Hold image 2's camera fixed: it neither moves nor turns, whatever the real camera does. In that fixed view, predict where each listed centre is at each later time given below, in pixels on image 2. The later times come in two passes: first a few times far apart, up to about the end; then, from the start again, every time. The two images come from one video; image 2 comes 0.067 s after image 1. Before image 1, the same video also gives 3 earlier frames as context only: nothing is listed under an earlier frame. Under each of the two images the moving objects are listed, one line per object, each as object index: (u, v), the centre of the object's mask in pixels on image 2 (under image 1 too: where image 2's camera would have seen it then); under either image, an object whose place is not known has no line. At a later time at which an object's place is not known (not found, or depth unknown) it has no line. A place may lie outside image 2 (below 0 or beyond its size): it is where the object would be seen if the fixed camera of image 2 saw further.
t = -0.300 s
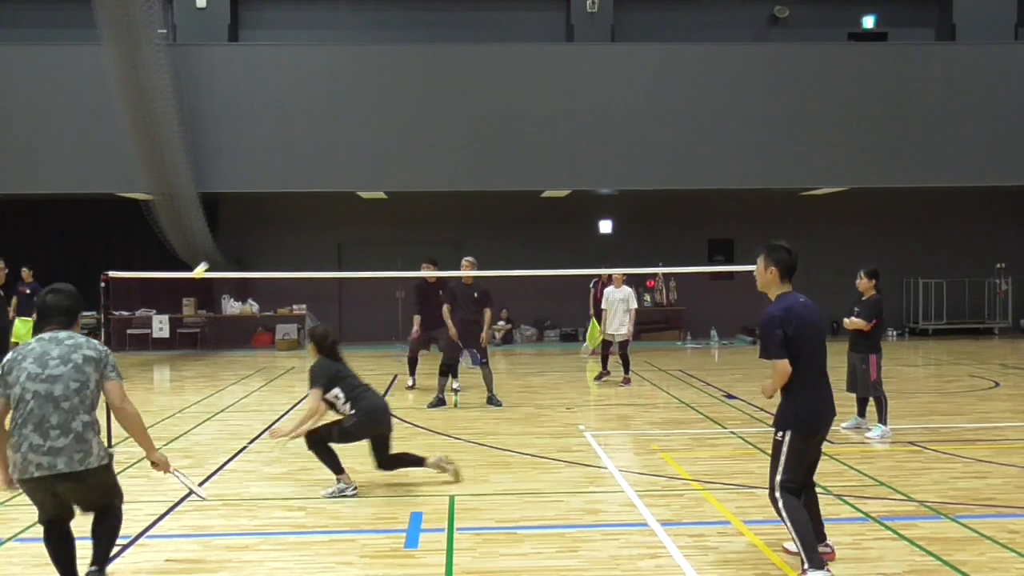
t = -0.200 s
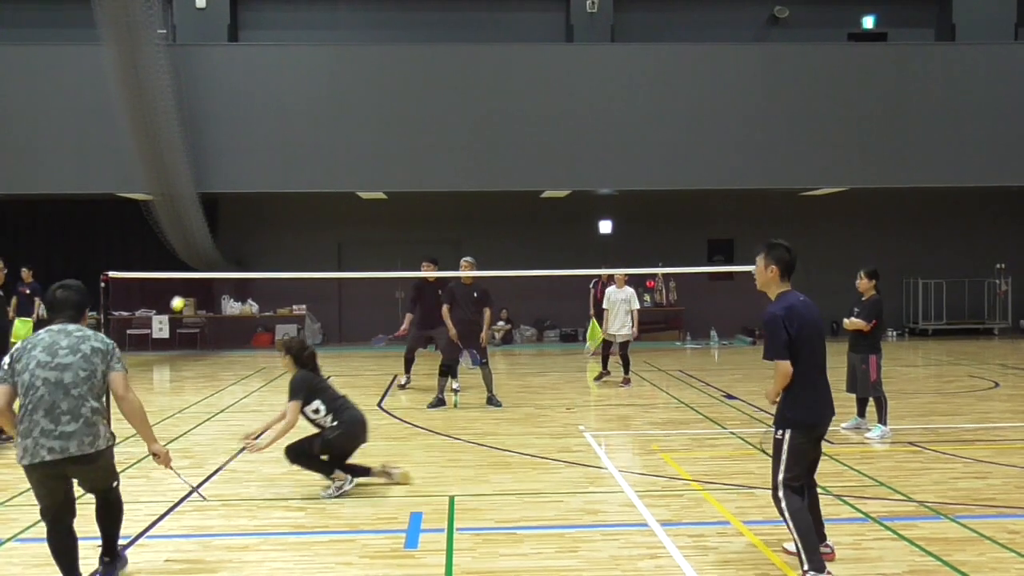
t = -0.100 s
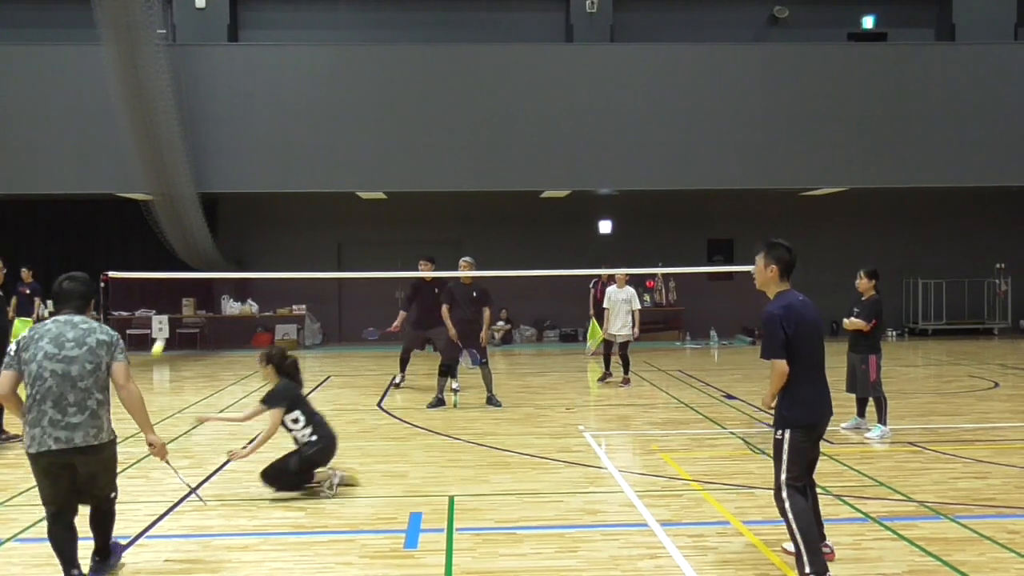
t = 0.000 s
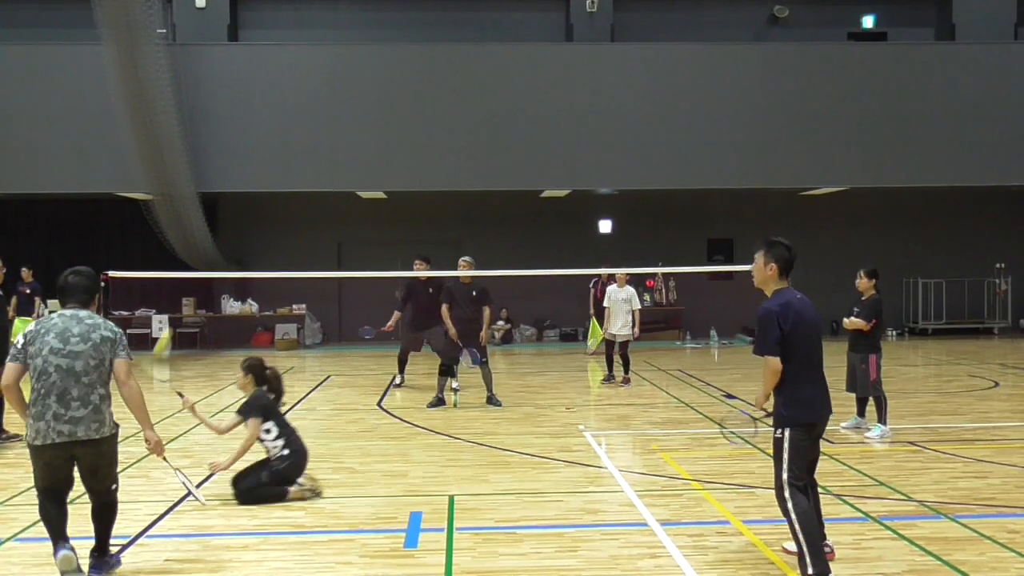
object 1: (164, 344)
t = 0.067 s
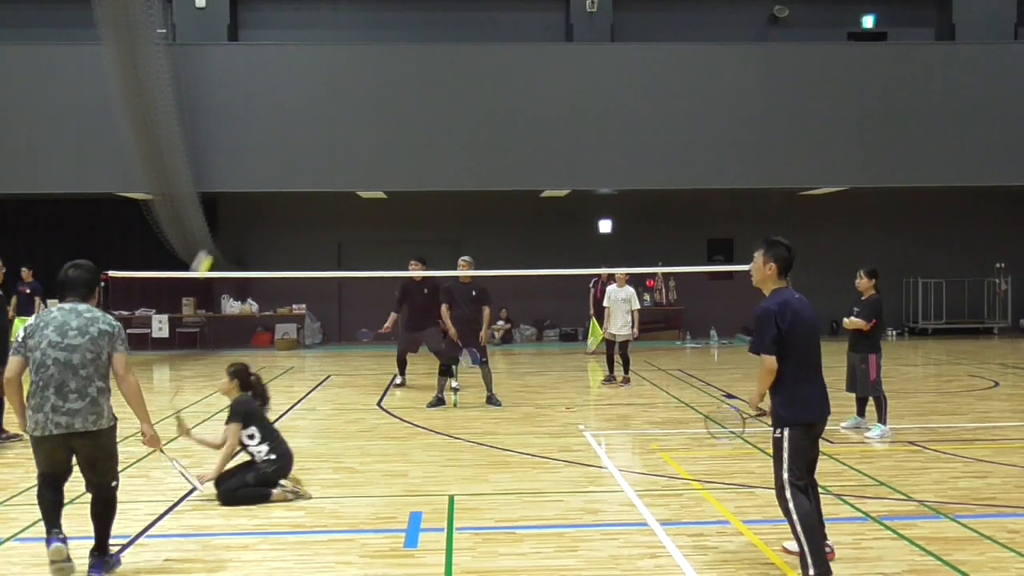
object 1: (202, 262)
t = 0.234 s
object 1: (283, 134)
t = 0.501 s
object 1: (380, 36)
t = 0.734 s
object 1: (452, 45)
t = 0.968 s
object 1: (516, 132)
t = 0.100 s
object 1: (221, 231)
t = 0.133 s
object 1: (237, 203)
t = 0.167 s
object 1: (253, 177)
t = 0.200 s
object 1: (268, 155)
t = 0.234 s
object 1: (283, 134)
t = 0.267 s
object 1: (297, 114)
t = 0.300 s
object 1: (310, 96)
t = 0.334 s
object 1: (323, 81)
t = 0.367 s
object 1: (335, 68)
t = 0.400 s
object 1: (346, 57)
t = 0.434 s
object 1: (358, 48)
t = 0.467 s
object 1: (369, 41)
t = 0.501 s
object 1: (380, 36)
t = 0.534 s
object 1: (391, 33)
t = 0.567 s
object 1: (401, 31)
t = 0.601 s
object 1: (412, 31)
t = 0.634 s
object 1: (422, 32)
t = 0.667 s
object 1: (432, 35)
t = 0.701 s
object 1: (442, 39)
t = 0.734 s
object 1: (452, 45)
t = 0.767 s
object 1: (462, 53)
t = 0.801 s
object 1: (472, 62)
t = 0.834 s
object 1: (481, 72)
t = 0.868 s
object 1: (491, 85)
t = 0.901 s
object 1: (500, 99)
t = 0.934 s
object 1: (508, 115)
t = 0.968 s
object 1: (516, 132)
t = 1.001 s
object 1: (523, 150)
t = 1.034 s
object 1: (530, 169)
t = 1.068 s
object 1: (537, 190)
